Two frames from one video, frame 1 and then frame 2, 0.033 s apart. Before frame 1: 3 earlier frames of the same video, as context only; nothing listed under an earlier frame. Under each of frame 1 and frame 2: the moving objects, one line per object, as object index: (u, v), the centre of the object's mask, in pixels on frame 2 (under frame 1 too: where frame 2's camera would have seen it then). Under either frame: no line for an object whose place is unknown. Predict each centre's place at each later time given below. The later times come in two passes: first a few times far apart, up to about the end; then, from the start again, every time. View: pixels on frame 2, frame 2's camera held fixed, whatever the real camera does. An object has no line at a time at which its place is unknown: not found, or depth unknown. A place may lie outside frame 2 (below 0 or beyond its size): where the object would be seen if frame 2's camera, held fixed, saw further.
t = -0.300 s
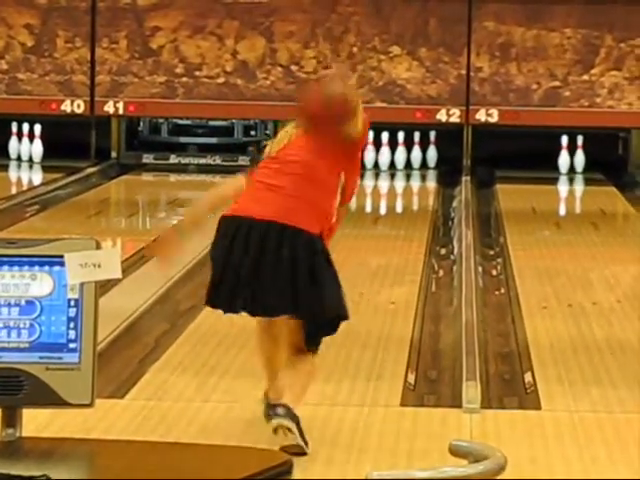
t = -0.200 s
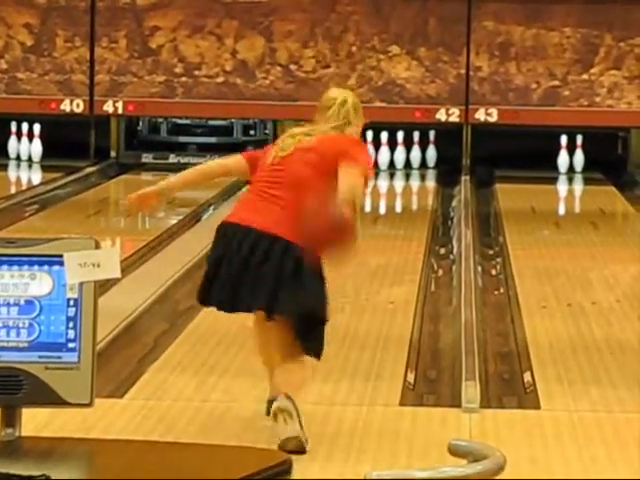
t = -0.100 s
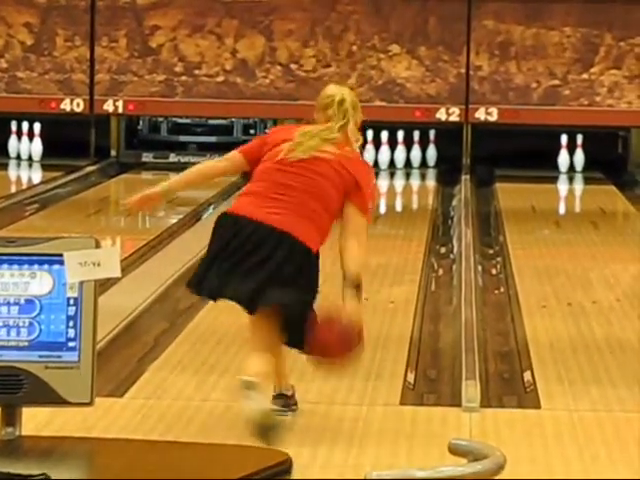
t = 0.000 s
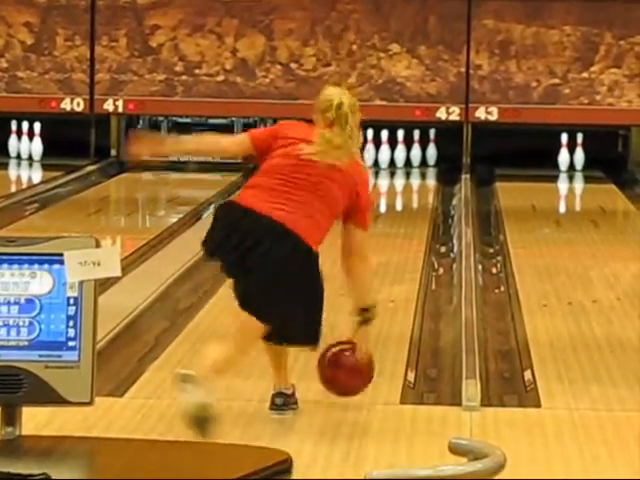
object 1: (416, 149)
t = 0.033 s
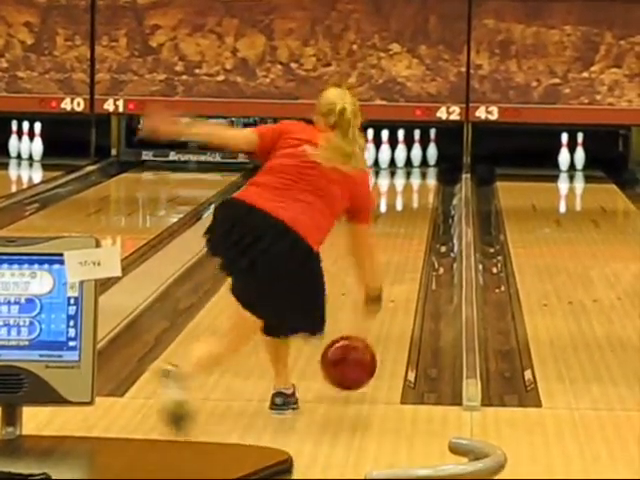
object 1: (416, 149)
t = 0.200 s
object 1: (416, 149)
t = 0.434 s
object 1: (416, 149)
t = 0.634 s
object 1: (416, 148)
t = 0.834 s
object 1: (416, 148)
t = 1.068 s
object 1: (416, 149)
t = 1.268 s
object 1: (416, 149)
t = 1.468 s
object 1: (416, 149)
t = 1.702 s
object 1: (416, 149)
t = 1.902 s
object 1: (416, 149)
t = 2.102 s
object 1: (416, 149)
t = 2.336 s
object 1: (415, 148)
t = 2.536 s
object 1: (415, 149)
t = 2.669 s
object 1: (428, 151)
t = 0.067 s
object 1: (416, 149)
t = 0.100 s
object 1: (416, 149)
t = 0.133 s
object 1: (416, 149)
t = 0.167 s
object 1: (416, 149)
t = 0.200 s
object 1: (416, 149)
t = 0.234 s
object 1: (416, 149)
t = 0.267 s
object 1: (416, 149)
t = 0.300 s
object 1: (416, 149)
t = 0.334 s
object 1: (416, 149)
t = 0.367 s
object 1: (416, 149)
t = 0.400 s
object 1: (416, 149)
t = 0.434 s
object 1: (416, 149)
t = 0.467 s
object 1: (416, 149)
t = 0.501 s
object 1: (416, 149)
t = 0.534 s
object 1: (416, 149)
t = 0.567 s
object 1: (416, 149)
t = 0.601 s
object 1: (416, 149)
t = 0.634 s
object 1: (416, 148)
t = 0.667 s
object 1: (416, 149)
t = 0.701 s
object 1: (416, 149)
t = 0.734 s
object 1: (416, 149)
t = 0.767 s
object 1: (416, 149)
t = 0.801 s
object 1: (416, 149)
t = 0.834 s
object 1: (416, 148)
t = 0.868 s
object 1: (416, 148)
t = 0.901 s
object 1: (416, 148)
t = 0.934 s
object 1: (416, 149)
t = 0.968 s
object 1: (416, 149)
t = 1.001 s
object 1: (416, 149)
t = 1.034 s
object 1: (416, 149)
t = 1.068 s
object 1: (416, 149)
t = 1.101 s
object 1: (416, 149)
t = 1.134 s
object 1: (416, 148)
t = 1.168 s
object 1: (416, 149)
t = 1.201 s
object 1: (416, 149)
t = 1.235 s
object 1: (416, 149)
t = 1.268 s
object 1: (416, 149)
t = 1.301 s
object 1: (416, 149)
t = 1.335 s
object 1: (416, 149)
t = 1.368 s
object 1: (416, 149)
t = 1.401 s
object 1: (416, 149)
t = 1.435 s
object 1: (416, 148)
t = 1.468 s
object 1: (416, 149)
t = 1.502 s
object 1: (416, 149)
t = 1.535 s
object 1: (416, 149)
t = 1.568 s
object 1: (416, 149)
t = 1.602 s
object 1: (416, 149)
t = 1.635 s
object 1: (416, 149)
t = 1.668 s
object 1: (416, 149)
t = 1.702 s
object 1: (416, 149)
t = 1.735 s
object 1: (416, 149)
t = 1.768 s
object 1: (416, 149)
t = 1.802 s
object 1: (416, 149)
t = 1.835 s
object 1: (416, 149)
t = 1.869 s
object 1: (416, 149)
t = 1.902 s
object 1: (416, 149)
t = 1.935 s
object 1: (416, 149)
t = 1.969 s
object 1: (416, 149)
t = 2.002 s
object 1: (416, 149)
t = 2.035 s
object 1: (416, 149)
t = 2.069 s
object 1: (416, 149)
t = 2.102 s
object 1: (416, 149)
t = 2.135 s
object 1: (416, 149)
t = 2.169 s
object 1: (416, 149)
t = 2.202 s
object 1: (415, 149)
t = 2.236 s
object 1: (416, 148)
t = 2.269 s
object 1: (415, 148)
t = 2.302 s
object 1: (415, 148)
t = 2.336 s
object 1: (415, 148)
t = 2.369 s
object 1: (416, 148)
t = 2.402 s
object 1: (415, 149)
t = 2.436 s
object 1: (416, 149)
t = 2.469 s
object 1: (415, 149)
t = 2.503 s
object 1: (415, 149)
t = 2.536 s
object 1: (415, 149)
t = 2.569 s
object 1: (416, 148)
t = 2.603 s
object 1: (416, 148)
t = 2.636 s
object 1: (419, 148)
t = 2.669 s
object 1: (428, 151)
